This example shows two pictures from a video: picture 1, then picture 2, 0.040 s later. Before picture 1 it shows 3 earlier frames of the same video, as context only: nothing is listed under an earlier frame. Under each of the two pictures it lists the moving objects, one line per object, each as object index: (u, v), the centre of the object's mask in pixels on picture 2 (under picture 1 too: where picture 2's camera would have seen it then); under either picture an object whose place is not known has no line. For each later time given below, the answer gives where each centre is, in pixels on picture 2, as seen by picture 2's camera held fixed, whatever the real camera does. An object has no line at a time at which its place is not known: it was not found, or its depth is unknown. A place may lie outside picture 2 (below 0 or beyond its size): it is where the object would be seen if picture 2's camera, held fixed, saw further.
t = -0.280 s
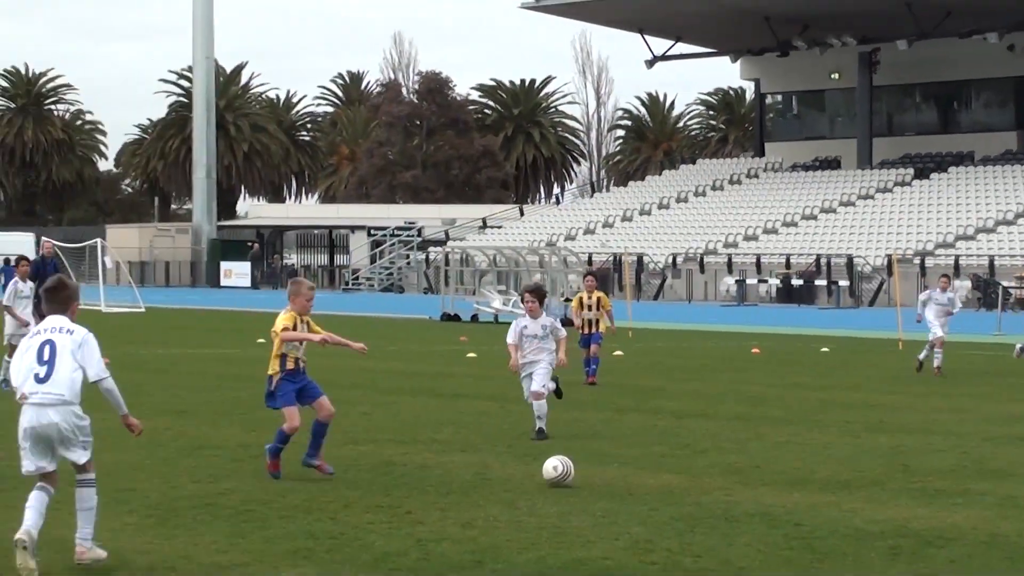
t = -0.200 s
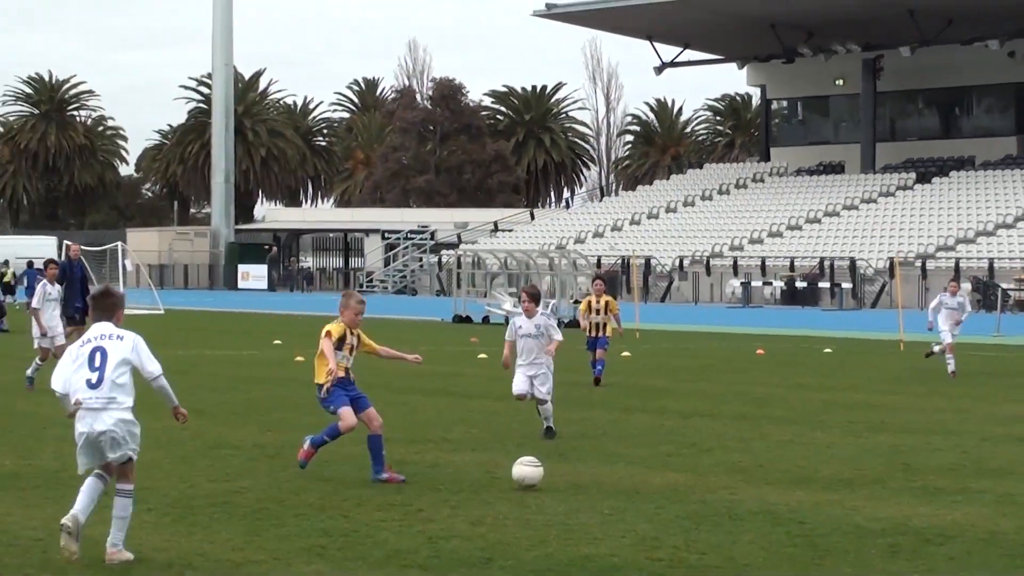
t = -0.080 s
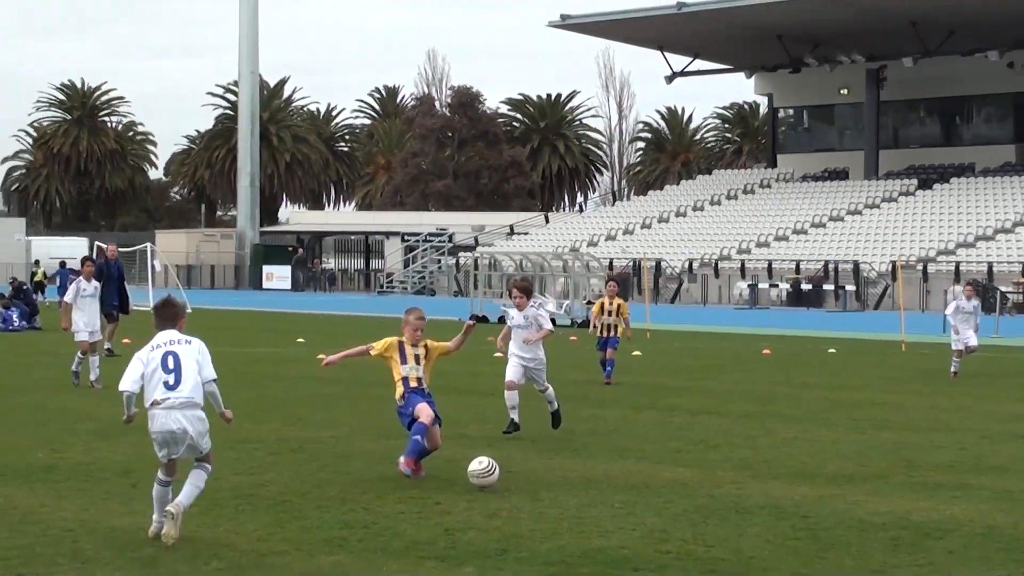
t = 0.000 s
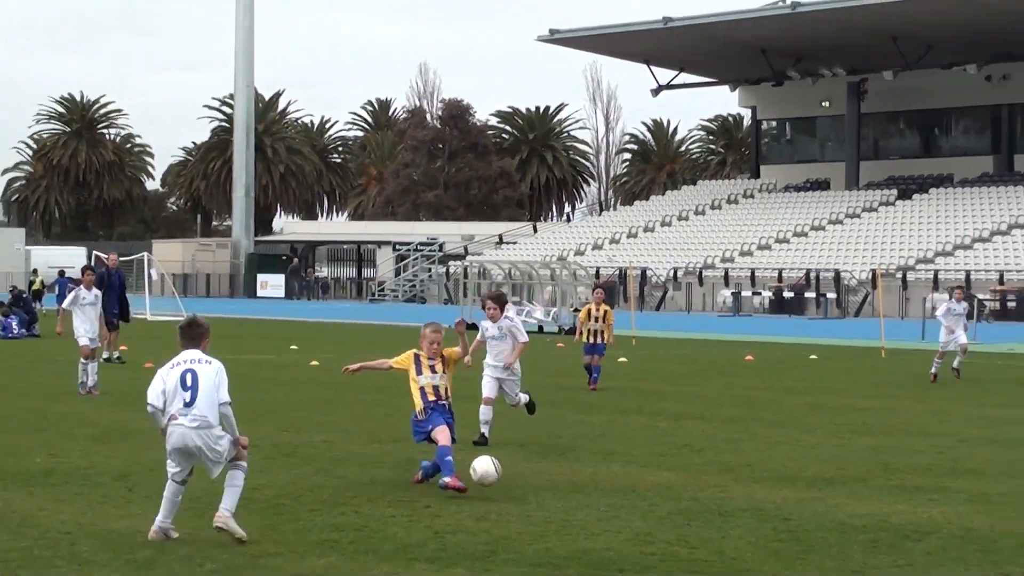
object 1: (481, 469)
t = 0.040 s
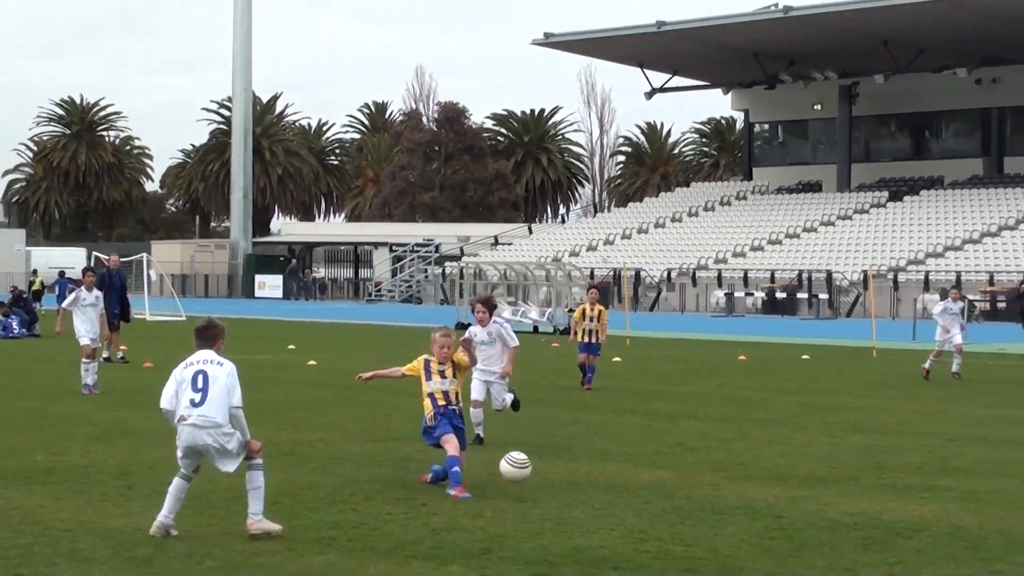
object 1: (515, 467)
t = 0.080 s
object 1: (550, 466)
